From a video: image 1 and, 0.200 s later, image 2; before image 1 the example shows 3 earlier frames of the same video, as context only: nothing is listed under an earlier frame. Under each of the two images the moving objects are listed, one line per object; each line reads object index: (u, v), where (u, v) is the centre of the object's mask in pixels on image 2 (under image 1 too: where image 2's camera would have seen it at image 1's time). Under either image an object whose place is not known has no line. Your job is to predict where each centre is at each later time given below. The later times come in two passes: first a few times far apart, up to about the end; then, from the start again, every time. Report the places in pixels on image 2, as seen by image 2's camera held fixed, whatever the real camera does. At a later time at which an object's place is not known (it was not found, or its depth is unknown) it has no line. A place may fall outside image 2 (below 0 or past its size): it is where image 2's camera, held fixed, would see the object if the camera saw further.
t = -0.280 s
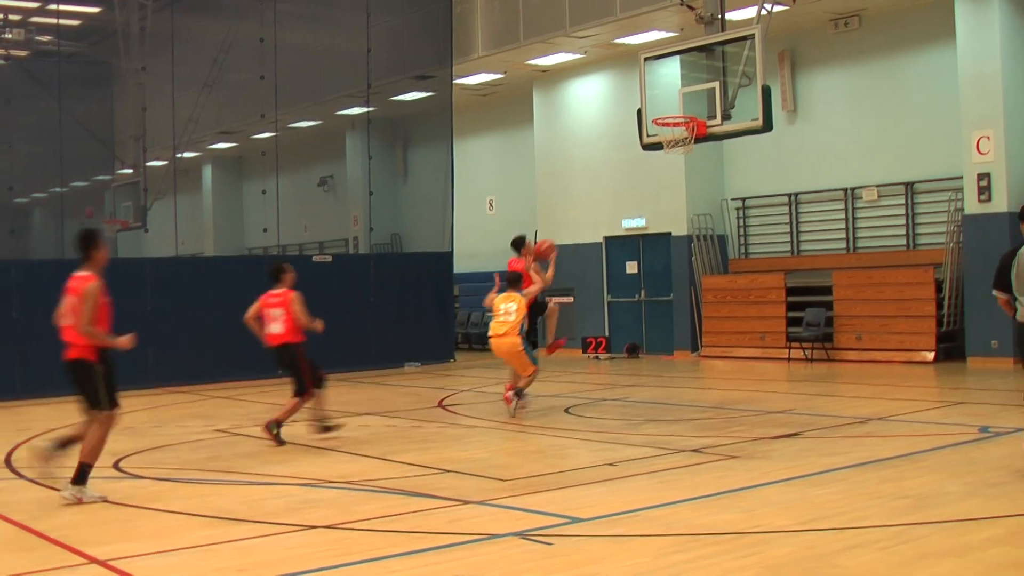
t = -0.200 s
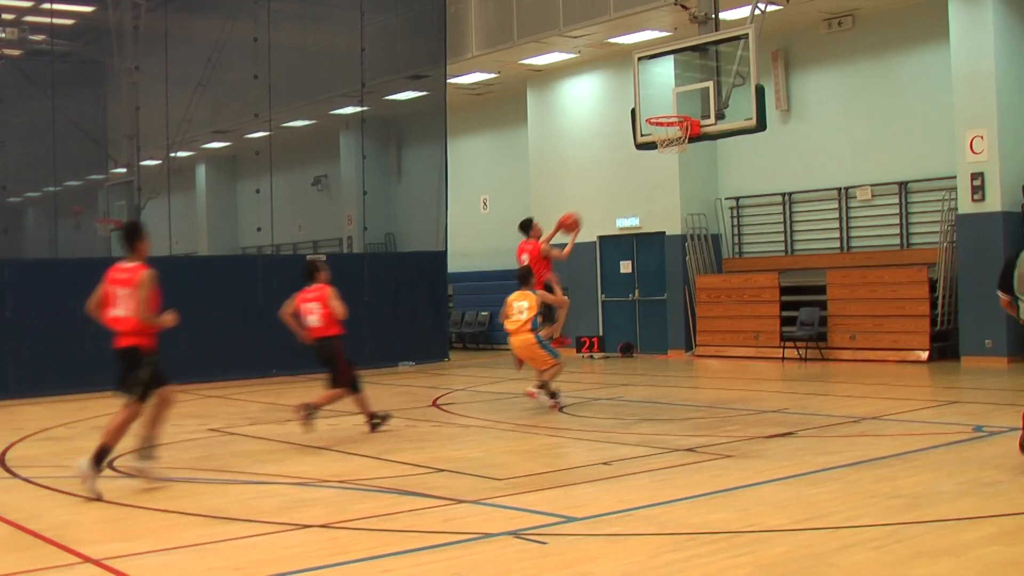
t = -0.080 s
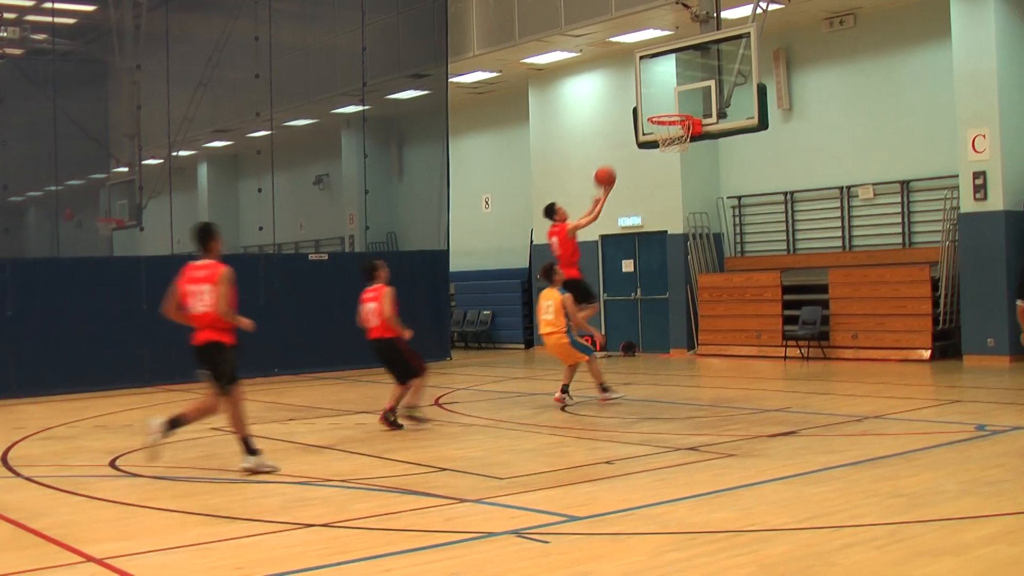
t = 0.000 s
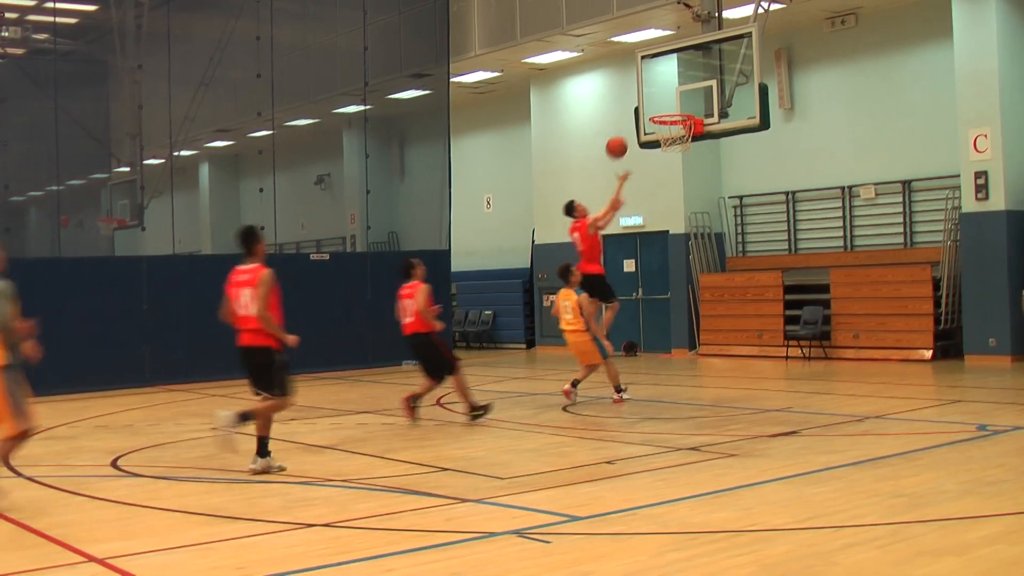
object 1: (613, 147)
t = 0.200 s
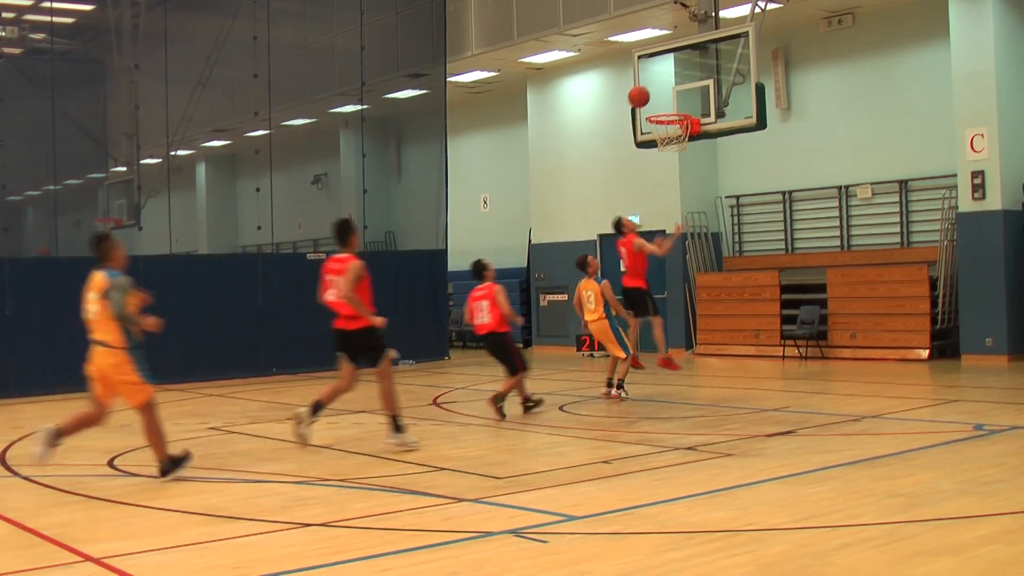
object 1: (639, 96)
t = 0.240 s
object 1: (644, 91)
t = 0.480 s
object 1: (677, 85)
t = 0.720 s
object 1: (678, 108)
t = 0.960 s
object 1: (655, 131)
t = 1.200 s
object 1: (663, 146)
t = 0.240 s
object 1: (644, 91)
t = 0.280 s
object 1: (649, 86)
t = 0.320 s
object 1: (655, 83)
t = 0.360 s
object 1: (660, 81)
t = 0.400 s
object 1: (666, 81)
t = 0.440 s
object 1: (672, 83)
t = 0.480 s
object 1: (677, 85)
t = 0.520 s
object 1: (681, 88)
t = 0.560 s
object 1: (680, 91)
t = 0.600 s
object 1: (680, 95)
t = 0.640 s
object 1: (680, 100)
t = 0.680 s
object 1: (681, 105)
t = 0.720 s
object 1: (678, 108)
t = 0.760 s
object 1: (674, 109)
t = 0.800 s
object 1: (669, 116)
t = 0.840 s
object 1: (665, 120)
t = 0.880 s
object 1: (662, 124)
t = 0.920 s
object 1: (657, 127)
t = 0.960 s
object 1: (655, 131)
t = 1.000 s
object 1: (654, 137)
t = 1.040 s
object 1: (654, 137)
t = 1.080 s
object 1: (655, 138)
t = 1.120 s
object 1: (657, 140)
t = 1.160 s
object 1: (660, 142)
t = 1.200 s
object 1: (663, 146)
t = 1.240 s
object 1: (667, 150)
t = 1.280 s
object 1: (670, 156)
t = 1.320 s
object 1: (674, 164)
